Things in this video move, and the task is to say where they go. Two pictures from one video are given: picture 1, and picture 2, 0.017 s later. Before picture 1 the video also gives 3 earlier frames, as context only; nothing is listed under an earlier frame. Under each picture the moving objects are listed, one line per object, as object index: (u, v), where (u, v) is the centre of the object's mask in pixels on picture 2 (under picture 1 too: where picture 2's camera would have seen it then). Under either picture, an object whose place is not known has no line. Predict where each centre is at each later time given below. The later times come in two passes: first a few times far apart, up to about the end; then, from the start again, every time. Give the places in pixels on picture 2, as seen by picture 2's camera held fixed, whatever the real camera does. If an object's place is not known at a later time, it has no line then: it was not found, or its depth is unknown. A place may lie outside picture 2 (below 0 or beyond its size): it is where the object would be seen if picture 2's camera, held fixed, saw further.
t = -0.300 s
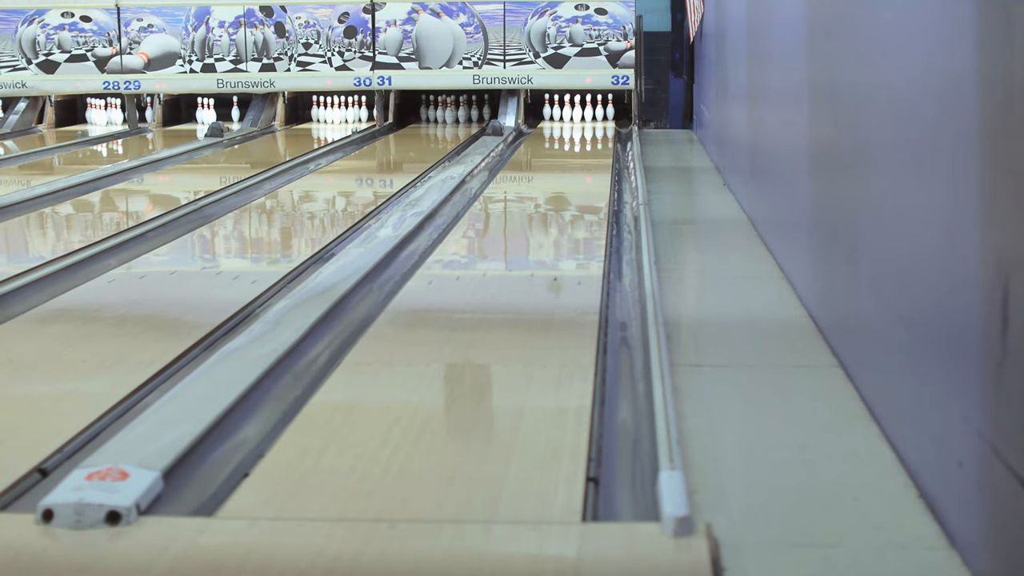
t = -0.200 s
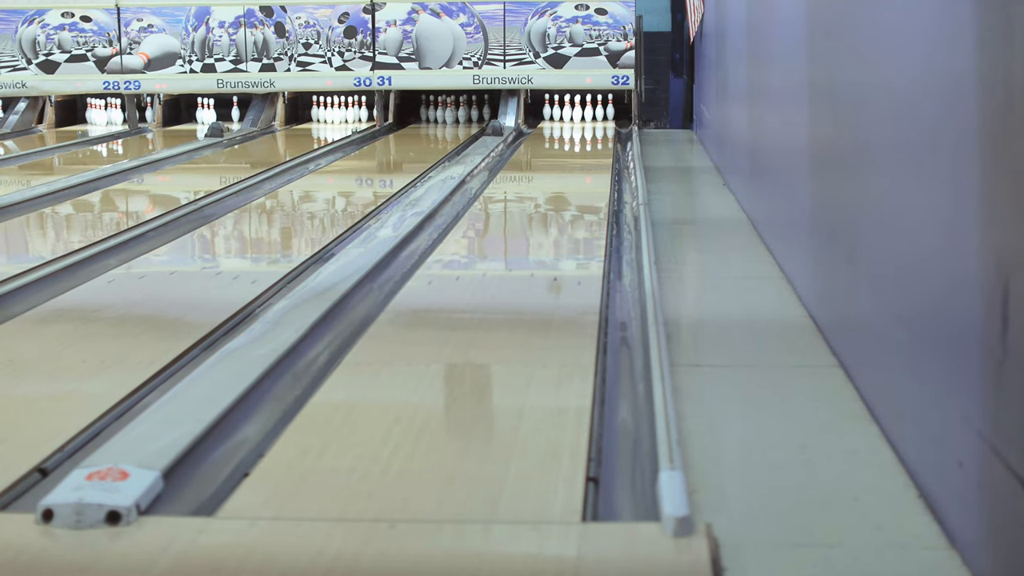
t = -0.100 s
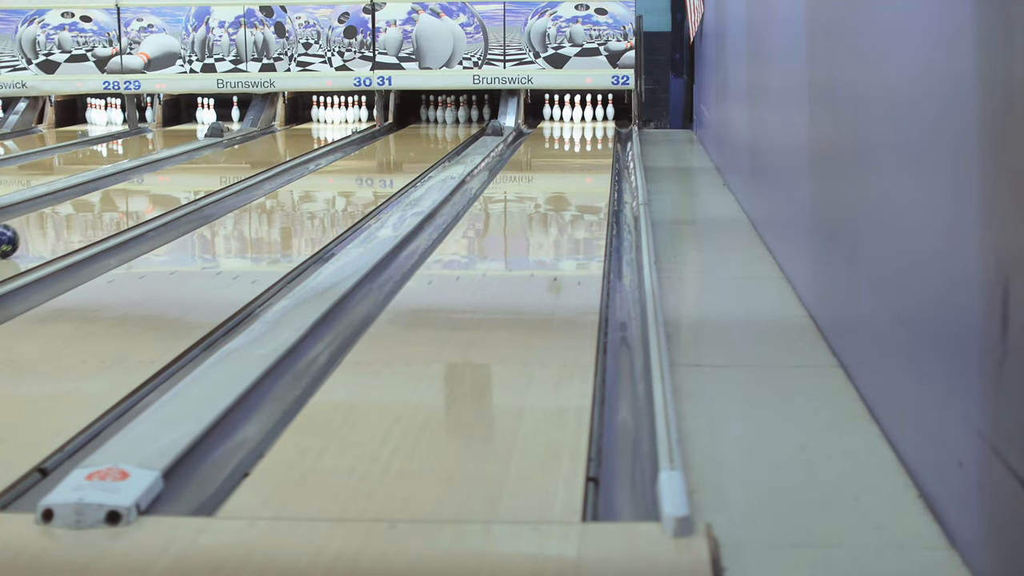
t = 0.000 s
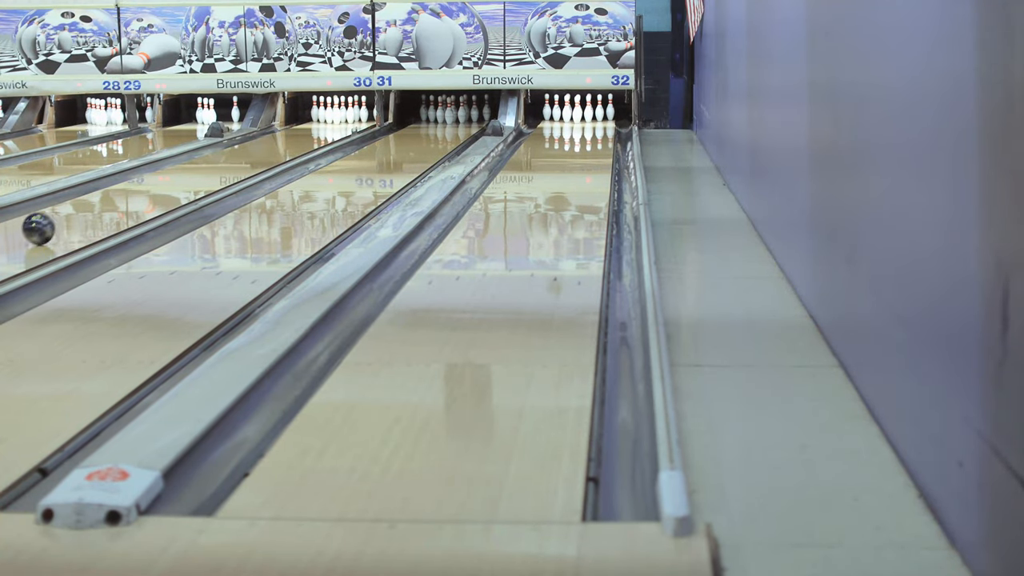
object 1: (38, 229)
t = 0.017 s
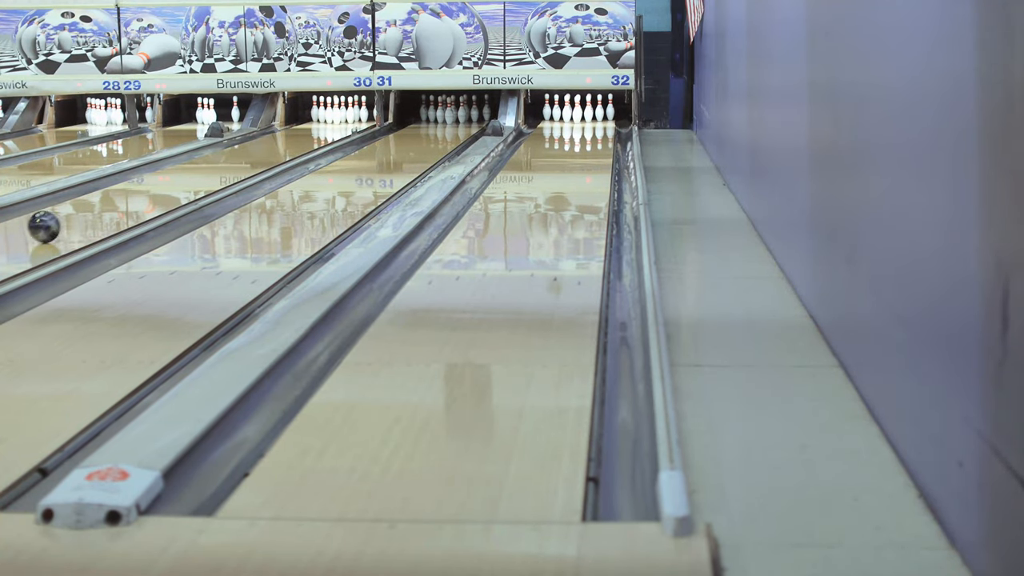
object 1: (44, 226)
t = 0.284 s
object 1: (121, 200)
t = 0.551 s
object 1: (179, 179)
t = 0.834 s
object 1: (228, 161)
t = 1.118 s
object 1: (266, 147)
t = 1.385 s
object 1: (294, 137)
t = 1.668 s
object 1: (317, 128)
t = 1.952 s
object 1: (334, 121)
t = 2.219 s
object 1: (350, 116)
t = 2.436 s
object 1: (356, 114)
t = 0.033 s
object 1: (49, 224)
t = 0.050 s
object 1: (55, 223)
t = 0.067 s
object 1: (60, 221)
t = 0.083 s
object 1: (65, 219)
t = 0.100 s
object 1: (70, 218)
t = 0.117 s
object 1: (75, 216)
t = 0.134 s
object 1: (80, 214)
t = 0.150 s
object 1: (85, 212)
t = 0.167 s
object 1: (90, 211)
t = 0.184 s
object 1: (95, 209)
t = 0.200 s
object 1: (99, 207)
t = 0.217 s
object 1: (104, 206)
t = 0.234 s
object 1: (108, 204)
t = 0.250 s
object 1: (112, 202)
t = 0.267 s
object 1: (117, 201)
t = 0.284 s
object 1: (121, 200)
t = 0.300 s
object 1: (125, 198)
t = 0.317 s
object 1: (129, 197)
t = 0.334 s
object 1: (133, 195)
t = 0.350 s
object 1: (137, 194)
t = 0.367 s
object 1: (141, 192)
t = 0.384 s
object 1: (145, 191)
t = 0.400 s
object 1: (148, 190)
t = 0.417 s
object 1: (152, 188)
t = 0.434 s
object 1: (155, 187)
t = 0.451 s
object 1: (159, 186)
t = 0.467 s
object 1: (163, 185)
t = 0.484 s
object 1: (166, 183)
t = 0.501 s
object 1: (170, 182)
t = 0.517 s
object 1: (173, 181)
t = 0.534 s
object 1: (176, 180)
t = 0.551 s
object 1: (179, 179)
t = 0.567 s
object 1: (183, 178)
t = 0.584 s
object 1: (186, 176)
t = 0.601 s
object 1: (189, 175)
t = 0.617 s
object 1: (192, 174)
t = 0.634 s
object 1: (195, 173)
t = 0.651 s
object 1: (198, 172)
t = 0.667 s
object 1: (201, 171)
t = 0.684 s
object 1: (203, 170)
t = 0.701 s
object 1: (206, 169)
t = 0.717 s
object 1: (209, 168)
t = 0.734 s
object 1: (212, 167)
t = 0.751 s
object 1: (215, 166)
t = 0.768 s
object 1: (217, 165)
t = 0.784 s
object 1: (220, 164)
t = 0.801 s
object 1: (223, 163)
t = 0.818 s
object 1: (225, 162)
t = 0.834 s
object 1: (228, 161)
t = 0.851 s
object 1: (230, 160)
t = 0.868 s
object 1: (233, 159)
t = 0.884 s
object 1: (235, 159)
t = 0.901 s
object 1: (237, 158)
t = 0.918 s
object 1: (240, 157)
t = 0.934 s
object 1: (242, 156)
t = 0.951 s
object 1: (244, 155)
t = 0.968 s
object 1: (247, 154)
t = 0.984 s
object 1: (249, 154)
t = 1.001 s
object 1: (251, 153)
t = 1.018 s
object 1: (253, 152)
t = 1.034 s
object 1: (256, 151)
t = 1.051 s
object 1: (258, 150)
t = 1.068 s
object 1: (260, 150)
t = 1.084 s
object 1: (262, 149)
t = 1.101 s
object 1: (264, 148)
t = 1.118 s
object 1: (266, 147)
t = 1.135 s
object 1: (268, 147)
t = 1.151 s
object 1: (270, 146)
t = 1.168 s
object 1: (272, 145)
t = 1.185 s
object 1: (274, 145)
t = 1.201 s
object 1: (276, 144)
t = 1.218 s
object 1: (277, 143)
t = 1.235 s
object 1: (279, 143)
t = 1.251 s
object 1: (281, 142)
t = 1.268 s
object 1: (283, 141)
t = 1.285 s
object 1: (284, 141)
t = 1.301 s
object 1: (286, 140)
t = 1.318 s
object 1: (288, 139)
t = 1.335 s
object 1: (289, 139)
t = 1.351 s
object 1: (291, 138)
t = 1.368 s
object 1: (293, 138)
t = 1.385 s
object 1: (294, 137)
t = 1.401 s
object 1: (296, 137)
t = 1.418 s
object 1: (297, 136)
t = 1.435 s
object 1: (299, 135)
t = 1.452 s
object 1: (300, 135)
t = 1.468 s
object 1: (302, 134)
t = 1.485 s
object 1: (303, 134)
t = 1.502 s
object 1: (304, 133)
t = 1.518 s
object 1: (306, 133)
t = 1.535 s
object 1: (307, 133)
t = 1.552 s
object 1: (308, 132)
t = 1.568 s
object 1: (309, 131)
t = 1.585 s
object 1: (310, 131)
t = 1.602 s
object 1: (312, 131)
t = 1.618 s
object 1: (313, 130)
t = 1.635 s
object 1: (314, 129)
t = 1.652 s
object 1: (315, 129)
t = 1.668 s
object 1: (317, 128)
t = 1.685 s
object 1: (318, 128)
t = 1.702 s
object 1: (319, 128)
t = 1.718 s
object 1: (320, 127)
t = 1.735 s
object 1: (321, 127)
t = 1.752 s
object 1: (322, 126)
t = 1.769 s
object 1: (323, 126)
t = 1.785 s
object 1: (324, 126)
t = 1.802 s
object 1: (325, 125)
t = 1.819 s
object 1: (326, 125)
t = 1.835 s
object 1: (327, 124)
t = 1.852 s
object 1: (328, 124)
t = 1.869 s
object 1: (329, 123)
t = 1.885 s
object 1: (330, 123)
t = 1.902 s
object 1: (331, 123)
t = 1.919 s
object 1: (332, 122)
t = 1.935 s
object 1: (333, 122)
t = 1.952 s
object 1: (334, 121)
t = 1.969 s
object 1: (335, 121)
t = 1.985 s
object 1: (336, 120)
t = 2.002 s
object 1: (337, 120)
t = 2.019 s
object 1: (337, 120)
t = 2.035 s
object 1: (338, 119)
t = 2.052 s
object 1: (339, 119)
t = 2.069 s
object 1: (340, 119)
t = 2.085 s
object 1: (341, 118)
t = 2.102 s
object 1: (341, 118)
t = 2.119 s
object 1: (342, 117)
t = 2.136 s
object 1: (343, 117)
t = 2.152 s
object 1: (346, 116)
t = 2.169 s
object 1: (347, 116)
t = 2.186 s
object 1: (347, 116)
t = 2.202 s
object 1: (349, 116)
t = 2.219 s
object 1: (350, 116)
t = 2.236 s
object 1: (351, 116)
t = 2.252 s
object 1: (352, 115)
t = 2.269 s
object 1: (353, 115)
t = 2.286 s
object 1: (353, 115)
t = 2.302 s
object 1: (354, 115)
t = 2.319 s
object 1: (354, 115)
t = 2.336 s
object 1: (354, 115)
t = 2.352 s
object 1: (355, 114)
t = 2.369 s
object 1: (355, 114)
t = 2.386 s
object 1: (355, 114)
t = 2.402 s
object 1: (356, 114)
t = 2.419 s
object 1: (356, 114)
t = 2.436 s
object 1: (356, 114)
